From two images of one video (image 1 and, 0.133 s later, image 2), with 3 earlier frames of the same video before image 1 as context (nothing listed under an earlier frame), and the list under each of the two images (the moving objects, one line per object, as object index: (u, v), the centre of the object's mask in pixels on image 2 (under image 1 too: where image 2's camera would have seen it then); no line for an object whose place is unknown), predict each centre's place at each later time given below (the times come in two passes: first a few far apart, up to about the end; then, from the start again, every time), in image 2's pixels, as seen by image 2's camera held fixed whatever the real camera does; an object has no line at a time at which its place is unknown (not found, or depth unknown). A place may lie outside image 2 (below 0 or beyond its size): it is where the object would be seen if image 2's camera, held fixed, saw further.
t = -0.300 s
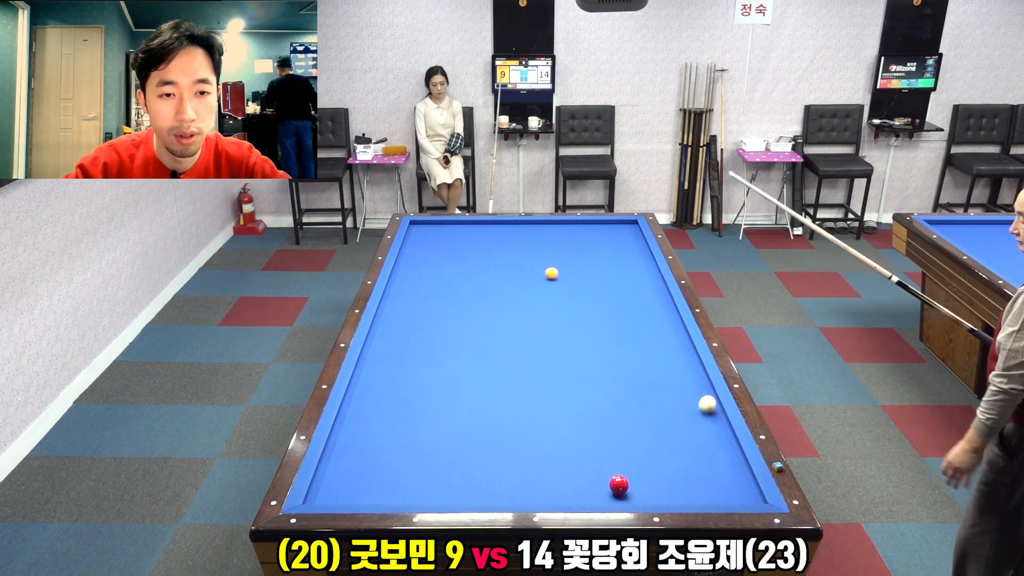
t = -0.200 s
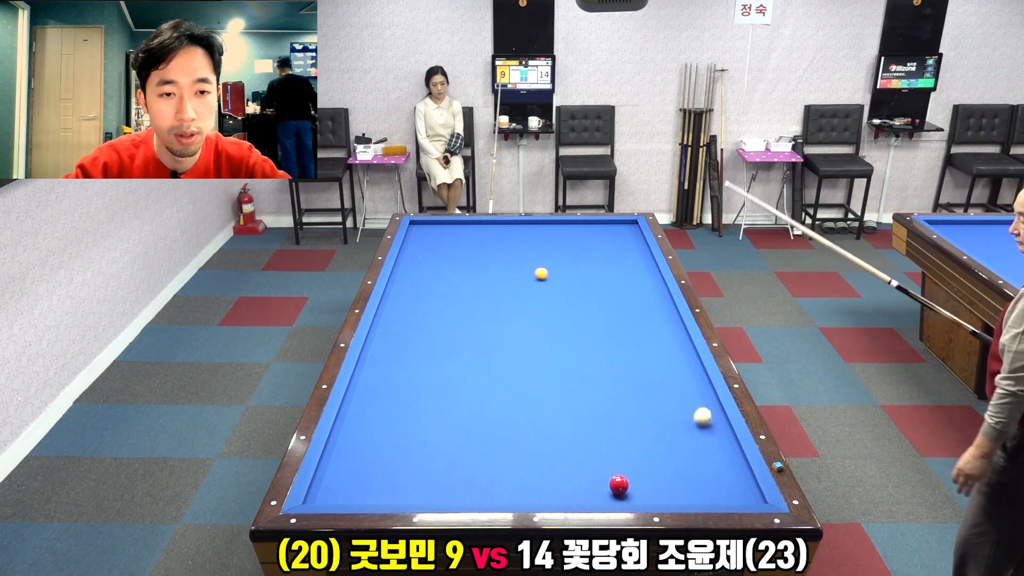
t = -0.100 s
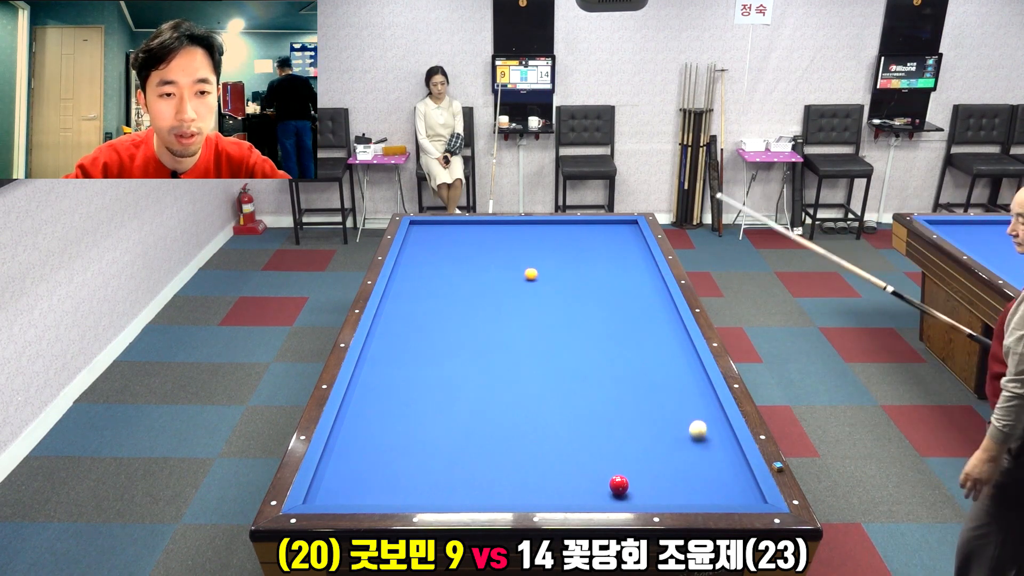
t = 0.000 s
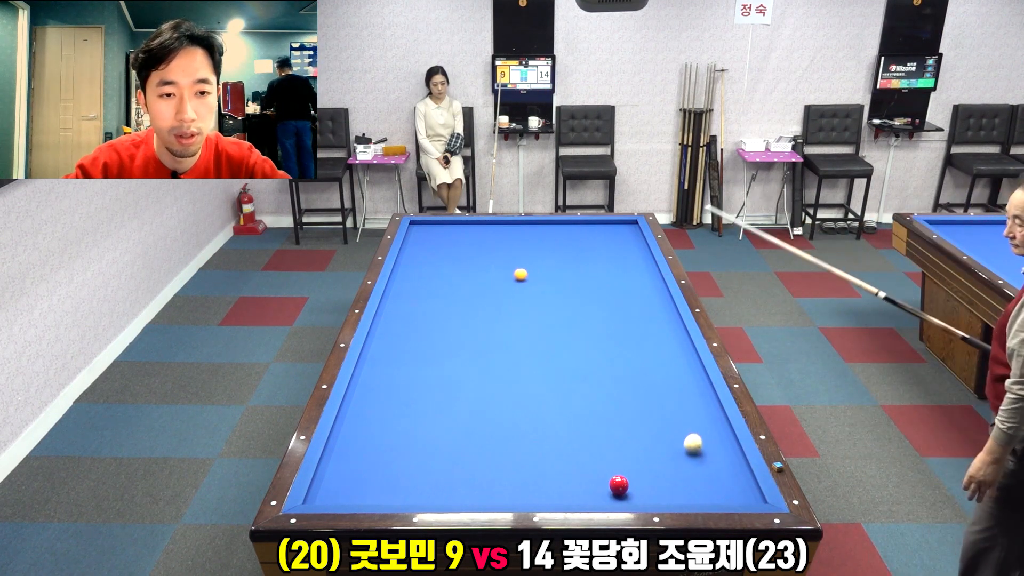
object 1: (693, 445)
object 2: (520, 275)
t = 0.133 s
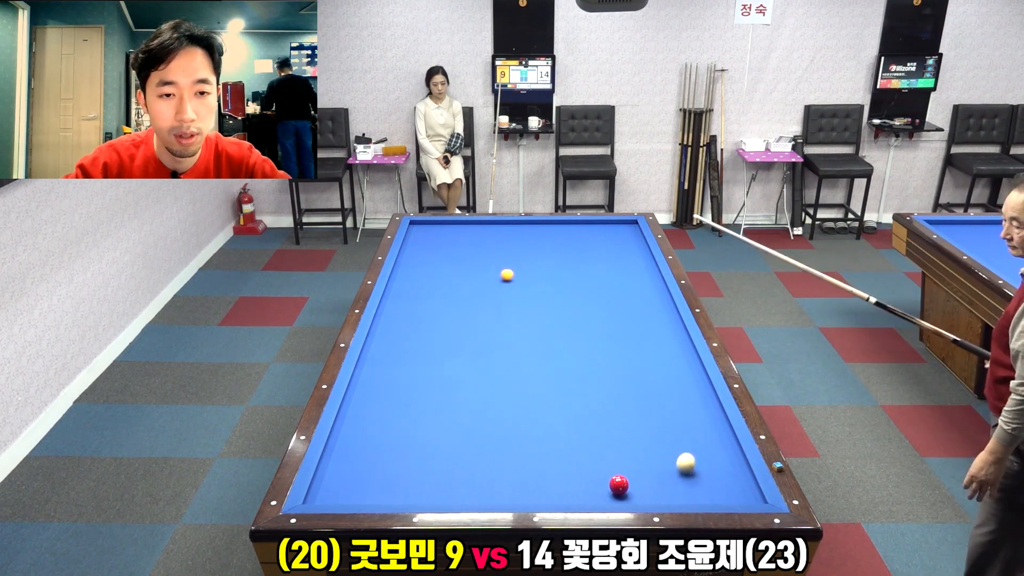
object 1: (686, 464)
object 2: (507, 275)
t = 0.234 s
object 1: (680, 480)
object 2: (496, 276)
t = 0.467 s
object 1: (653, 488)
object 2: (473, 276)
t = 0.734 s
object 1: (611, 463)
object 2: (447, 277)
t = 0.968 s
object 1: (577, 445)
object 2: (425, 278)
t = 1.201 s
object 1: (547, 427)
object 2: (403, 279)
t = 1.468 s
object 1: (515, 409)
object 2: (403, 279)
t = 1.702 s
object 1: (489, 395)
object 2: (415, 280)
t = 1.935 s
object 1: (465, 382)
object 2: (426, 280)
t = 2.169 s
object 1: (444, 370)
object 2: (437, 281)
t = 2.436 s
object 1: (421, 357)
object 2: (449, 281)
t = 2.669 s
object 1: (402, 346)
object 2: (459, 281)
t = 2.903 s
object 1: (385, 337)
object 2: (469, 282)
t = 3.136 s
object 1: (380, 328)
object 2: (478, 282)
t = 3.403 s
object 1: (395, 320)
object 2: (488, 283)
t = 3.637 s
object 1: (407, 314)
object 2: (497, 283)
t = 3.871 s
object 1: (418, 308)
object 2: (505, 283)
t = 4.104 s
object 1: (429, 303)
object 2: (512, 284)
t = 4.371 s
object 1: (440, 297)
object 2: (521, 284)
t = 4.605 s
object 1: (449, 292)
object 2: (527, 284)
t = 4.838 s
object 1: (458, 287)
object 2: (534, 284)
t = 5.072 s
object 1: (466, 283)
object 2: (540, 284)
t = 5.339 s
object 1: (475, 278)
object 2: (546, 284)
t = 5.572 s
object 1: (482, 274)
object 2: (551, 284)
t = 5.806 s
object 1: (489, 270)
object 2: (555, 285)
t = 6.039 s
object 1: (495, 267)
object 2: (559, 285)
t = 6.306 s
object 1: (502, 263)
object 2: (563, 285)
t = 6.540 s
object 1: (507, 260)
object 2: (567, 285)
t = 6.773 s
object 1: (513, 257)
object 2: (569, 285)
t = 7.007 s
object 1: (518, 254)
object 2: (572, 285)
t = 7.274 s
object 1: (523, 251)
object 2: (574, 285)
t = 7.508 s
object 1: (527, 249)
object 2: (575, 285)
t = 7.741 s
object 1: (531, 247)
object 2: (576, 285)
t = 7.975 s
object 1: (535, 245)
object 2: (577, 285)
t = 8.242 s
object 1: (539, 242)
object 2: (577, 285)
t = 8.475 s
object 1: (542, 240)
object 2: (577, 285)
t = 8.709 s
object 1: (545, 239)
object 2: (577, 285)
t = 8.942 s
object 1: (548, 237)
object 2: (577, 285)
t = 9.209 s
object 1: (551, 235)
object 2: (577, 285)
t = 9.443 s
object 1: (553, 234)
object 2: (577, 285)
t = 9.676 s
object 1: (555, 233)
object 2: (577, 285)
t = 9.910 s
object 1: (557, 232)
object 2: (577, 285)
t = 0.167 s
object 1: (684, 469)
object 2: (503, 275)
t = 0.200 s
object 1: (682, 474)
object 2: (500, 275)
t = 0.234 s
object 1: (680, 480)
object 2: (496, 276)
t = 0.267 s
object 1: (678, 485)
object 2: (493, 276)
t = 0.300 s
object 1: (676, 491)
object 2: (490, 276)
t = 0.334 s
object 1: (674, 494)
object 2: (487, 276)
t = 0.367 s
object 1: (671, 496)
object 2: (483, 276)
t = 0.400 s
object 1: (665, 493)
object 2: (480, 276)
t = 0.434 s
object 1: (659, 491)
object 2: (477, 276)
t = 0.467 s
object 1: (653, 488)
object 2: (473, 276)
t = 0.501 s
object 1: (648, 485)
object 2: (470, 276)
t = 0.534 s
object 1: (642, 482)
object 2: (467, 276)
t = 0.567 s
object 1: (637, 479)
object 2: (463, 277)
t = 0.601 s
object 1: (632, 475)
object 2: (460, 277)
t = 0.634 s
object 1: (627, 470)
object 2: (457, 277)
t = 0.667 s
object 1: (621, 467)
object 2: (454, 277)
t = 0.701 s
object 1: (615, 466)
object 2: (450, 277)
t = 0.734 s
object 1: (611, 463)
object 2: (447, 277)
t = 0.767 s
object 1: (605, 461)
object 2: (444, 277)
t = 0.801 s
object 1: (601, 458)
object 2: (441, 277)
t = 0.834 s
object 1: (596, 455)
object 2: (438, 277)
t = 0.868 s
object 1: (591, 452)
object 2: (434, 278)
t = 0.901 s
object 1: (586, 450)
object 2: (431, 278)
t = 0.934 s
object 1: (582, 447)
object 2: (428, 278)
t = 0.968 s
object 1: (577, 445)
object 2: (425, 278)
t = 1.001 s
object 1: (572, 442)
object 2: (422, 278)
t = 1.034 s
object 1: (568, 440)
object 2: (419, 278)
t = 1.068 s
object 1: (564, 437)
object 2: (415, 278)
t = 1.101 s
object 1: (559, 435)
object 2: (412, 278)
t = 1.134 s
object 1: (555, 432)
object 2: (409, 279)
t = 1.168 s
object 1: (551, 430)
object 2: (406, 279)
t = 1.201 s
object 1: (547, 427)
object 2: (403, 279)
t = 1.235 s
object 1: (542, 425)
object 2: (400, 279)
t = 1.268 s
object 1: (538, 423)
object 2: (397, 279)
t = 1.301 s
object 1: (534, 420)
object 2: (394, 279)
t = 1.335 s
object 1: (530, 418)
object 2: (396, 279)
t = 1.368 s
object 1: (526, 416)
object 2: (398, 279)
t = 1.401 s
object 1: (522, 414)
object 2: (400, 279)
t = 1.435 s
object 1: (518, 412)
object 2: (401, 279)
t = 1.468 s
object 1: (515, 409)
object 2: (403, 279)
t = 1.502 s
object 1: (511, 407)
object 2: (405, 279)
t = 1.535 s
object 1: (507, 405)
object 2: (406, 279)
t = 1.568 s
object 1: (503, 403)
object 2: (408, 280)
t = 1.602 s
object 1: (500, 401)
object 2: (410, 280)
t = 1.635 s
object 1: (496, 399)
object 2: (411, 280)
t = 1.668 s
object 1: (492, 397)
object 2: (413, 280)
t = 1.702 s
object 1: (489, 395)
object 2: (415, 280)
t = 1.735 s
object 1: (486, 393)
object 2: (416, 280)
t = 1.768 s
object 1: (482, 391)
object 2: (418, 280)
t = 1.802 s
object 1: (479, 389)
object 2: (420, 280)
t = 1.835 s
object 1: (475, 387)
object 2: (421, 280)
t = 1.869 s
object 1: (472, 386)
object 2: (423, 280)
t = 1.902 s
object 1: (469, 384)
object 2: (424, 280)
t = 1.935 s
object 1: (465, 382)
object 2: (426, 280)
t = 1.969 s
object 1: (462, 380)
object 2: (428, 280)
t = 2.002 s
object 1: (459, 378)
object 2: (429, 280)
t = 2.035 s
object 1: (456, 376)
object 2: (431, 280)
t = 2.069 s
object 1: (453, 375)
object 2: (432, 281)
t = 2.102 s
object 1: (450, 373)
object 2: (434, 281)
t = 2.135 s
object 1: (446, 371)
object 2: (435, 281)
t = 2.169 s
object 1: (444, 370)
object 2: (437, 281)
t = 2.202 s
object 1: (441, 368)
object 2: (438, 281)
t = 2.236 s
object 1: (438, 366)
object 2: (440, 281)
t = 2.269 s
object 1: (435, 365)
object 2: (441, 281)
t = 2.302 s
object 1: (432, 363)
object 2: (443, 281)
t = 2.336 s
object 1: (429, 361)
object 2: (444, 281)
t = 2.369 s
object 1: (426, 360)
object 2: (446, 281)
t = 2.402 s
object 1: (423, 358)
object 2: (447, 281)
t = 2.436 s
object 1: (421, 357)
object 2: (449, 281)
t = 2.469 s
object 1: (418, 355)
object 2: (450, 281)
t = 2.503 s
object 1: (415, 354)
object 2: (452, 281)
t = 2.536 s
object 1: (413, 352)
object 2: (453, 281)
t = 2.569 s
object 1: (410, 351)
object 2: (455, 281)
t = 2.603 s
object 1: (407, 349)
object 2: (456, 281)
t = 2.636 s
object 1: (404, 348)
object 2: (458, 281)
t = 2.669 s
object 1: (402, 346)
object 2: (459, 281)
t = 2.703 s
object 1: (399, 345)
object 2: (460, 281)
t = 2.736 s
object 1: (397, 343)
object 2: (462, 282)
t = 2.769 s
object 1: (394, 342)
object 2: (463, 282)
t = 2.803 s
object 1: (392, 341)
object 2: (465, 282)
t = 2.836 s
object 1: (390, 339)
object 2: (466, 282)
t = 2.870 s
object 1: (387, 338)
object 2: (467, 282)
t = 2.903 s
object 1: (385, 337)
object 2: (469, 282)
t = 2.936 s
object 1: (382, 335)
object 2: (470, 282)
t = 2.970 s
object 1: (380, 334)
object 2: (471, 282)
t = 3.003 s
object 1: (377, 333)
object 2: (473, 282)
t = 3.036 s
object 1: (375, 331)
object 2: (474, 282)
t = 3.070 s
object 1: (377, 330)
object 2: (475, 282)
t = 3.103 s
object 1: (379, 329)
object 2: (477, 282)
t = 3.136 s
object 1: (380, 328)
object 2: (478, 282)
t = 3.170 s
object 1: (382, 327)
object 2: (479, 282)
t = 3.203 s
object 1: (384, 326)
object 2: (481, 282)
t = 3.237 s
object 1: (386, 325)
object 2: (482, 282)
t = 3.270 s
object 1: (388, 324)
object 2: (483, 282)
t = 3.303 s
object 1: (390, 323)
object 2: (484, 282)
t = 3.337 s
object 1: (391, 322)
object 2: (486, 282)
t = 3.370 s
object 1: (393, 321)
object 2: (487, 282)
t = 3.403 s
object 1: (395, 320)
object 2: (488, 283)
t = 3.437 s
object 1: (397, 320)
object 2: (489, 283)
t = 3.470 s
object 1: (399, 319)
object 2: (491, 283)
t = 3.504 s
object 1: (400, 318)
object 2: (492, 283)
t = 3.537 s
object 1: (402, 317)
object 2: (493, 283)
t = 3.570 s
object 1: (404, 316)
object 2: (494, 283)
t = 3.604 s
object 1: (405, 315)
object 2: (495, 283)
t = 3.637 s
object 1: (407, 314)
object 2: (497, 283)
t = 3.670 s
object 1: (409, 313)
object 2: (498, 283)
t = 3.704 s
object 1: (410, 313)
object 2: (499, 283)
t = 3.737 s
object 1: (412, 312)
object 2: (500, 283)
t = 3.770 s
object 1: (413, 311)
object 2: (501, 283)
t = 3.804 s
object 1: (415, 310)
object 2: (502, 283)
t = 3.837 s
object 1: (417, 309)
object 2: (504, 283)
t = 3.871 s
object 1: (418, 308)
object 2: (505, 283)
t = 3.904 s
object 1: (420, 307)
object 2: (506, 283)
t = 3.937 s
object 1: (421, 307)
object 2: (507, 283)
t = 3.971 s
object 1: (423, 306)
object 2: (508, 283)
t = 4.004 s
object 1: (424, 305)
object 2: (509, 283)
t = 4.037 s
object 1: (426, 304)
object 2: (510, 283)
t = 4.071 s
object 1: (427, 303)
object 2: (511, 283)
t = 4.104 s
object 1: (429, 303)
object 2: (512, 284)
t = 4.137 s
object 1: (430, 302)
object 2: (513, 284)
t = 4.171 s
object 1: (432, 301)
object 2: (514, 284)
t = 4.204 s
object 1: (433, 300)
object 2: (516, 284)
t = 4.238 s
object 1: (435, 300)
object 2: (517, 284)
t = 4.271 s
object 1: (436, 299)
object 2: (518, 284)
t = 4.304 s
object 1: (437, 298)
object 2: (519, 284)
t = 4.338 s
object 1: (439, 297)
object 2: (520, 284)
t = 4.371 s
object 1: (440, 297)
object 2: (521, 284)
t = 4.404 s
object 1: (442, 296)
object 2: (521, 284)
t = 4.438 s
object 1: (443, 295)
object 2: (523, 284)
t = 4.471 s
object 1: (444, 294)
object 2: (523, 284)
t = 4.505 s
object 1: (446, 294)
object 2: (525, 284)
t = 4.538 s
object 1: (447, 293)
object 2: (525, 284)
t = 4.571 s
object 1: (448, 292)
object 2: (526, 284)
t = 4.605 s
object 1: (449, 292)
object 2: (527, 284)
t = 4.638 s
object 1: (451, 291)
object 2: (528, 284)
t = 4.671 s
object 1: (452, 290)
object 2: (529, 284)
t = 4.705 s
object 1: (453, 290)
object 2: (530, 284)
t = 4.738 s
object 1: (454, 289)
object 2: (531, 284)
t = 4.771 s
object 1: (456, 288)
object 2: (532, 284)
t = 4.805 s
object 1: (457, 287)
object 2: (533, 284)
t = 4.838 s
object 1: (458, 287)
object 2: (534, 284)
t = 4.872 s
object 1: (459, 286)
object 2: (535, 284)
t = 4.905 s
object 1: (460, 286)
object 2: (535, 284)
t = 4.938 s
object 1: (462, 285)
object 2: (536, 284)
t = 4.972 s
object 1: (463, 284)
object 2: (537, 284)
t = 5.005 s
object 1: (464, 284)
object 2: (538, 284)
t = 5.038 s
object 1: (465, 283)
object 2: (539, 284)
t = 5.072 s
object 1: (466, 283)
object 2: (540, 284)
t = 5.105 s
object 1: (467, 282)
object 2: (540, 284)
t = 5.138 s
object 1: (469, 281)
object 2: (541, 284)
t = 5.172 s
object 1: (470, 281)
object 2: (542, 284)
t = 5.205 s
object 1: (471, 280)
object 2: (543, 284)
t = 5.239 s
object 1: (472, 280)
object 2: (544, 284)
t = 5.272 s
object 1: (473, 279)
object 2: (544, 284)
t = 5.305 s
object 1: (474, 278)
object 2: (545, 284)
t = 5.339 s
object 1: (475, 278)
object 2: (546, 284)
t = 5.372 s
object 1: (476, 277)
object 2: (546, 284)
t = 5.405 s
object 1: (477, 277)
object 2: (547, 284)
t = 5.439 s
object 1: (478, 276)
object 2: (548, 284)
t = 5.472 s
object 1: (479, 275)
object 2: (548, 284)
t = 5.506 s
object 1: (480, 275)
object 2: (549, 284)
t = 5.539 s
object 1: (481, 274)
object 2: (550, 284)
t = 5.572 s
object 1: (482, 274)
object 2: (551, 284)
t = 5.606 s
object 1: (483, 273)
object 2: (551, 284)
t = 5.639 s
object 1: (484, 273)
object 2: (552, 285)
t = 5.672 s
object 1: (485, 272)
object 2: (553, 284)
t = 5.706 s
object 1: (486, 272)
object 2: (553, 285)
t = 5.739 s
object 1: (487, 271)
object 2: (554, 285)
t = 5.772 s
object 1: (488, 271)
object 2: (555, 285)
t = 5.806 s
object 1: (489, 270)
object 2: (555, 285)
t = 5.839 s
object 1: (490, 270)
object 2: (556, 285)
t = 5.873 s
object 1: (491, 269)
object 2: (556, 285)
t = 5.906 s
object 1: (492, 269)
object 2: (557, 285)
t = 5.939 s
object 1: (492, 268)
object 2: (557, 285)
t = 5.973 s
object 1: (493, 268)
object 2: (558, 285)
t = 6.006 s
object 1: (494, 267)
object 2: (559, 285)
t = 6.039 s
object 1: (495, 267)
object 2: (559, 285)
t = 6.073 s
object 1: (496, 266)
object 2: (560, 285)
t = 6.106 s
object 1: (497, 266)
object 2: (560, 285)
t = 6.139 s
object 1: (498, 265)
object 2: (561, 285)
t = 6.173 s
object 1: (499, 265)
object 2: (561, 285)
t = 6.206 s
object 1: (499, 264)
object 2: (562, 285)
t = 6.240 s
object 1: (500, 264)
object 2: (562, 285)
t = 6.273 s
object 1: (501, 263)
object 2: (563, 285)
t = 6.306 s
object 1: (502, 263)
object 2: (563, 285)
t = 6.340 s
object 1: (503, 263)
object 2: (564, 285)
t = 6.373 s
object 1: (504, 262)
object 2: (564, 285)
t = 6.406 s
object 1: (504, 262)
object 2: (565, 285)
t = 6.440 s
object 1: (505, 261)
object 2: (565, 285)
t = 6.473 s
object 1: (506, 261)
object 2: (566, 285)
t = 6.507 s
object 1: (507, 260)
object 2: (566, 285)
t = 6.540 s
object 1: (507, 260)
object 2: (567, 285)
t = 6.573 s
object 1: (508, 260)
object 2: (567, 285)
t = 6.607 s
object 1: (509, 259)
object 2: (567, 285)
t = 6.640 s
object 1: (510, 259)
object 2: (568, 285)
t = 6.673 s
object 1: (510, 258)
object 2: (568, 285)
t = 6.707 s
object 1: (511, 258)
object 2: (569, 285)
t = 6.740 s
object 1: (512, 257)
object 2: (569, 285)
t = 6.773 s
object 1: (513, 257)
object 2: (569, 285)
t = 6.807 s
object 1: (513, 257)
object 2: (570, 285)
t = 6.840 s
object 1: (514, 256)
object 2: (570, 285)
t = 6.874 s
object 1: (515, 256)
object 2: (570, 285)
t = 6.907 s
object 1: (515, 255)
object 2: (571, 285)
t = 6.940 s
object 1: (516, 255)
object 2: (571, 285)
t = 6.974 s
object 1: (517, 255)
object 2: (571, 285)
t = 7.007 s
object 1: (518, 254)
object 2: (572, 285)
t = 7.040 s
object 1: (518, 254)
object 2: (572, 285)
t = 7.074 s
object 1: (519, 254)
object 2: (572, 285)
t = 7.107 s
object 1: (519, 253)
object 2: (572, 285)
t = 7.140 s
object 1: (520, 253)
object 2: (573, 285)
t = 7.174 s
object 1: (521, 253)
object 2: (573, 285)
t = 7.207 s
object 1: (522, 252)
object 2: (573, 285)
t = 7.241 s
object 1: (522, 252)
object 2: (573, 285)
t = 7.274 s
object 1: (523, 251)
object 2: (574, 285)
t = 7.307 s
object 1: (523, 251)
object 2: (574, 285)
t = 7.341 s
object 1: (524, 250)
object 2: (574, 285)
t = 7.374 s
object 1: (525, 250)
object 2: (574, 285)
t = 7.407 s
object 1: (525, 250)
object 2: (575, 285)
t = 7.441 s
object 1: (526, 250)
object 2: (575, 285)
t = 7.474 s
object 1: (526, 249)
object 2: (575, 285)
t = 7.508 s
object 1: (527, 249)
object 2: (575, 285)
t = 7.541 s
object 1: (528, 249)
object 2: (575, 285)
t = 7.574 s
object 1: (528, 248)
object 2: (575, 285)
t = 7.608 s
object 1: (529, 248)
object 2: (576, 285)
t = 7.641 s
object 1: (529, 248)
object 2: (576, 285)
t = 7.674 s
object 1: (530, 247)
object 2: (576, 285)
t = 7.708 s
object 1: (531, 247)
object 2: (576, 285)
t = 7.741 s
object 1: (531, 247)
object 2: (576, 285)
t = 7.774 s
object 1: (532, 246)
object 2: (576, 285)
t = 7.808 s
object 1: (532, 246)
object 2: (577, 285)
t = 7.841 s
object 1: (533, 246)
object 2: (577, 285)
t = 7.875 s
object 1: (533, 245)
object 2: (577, 285)
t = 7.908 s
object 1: (534, 245)
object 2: (577, 285)
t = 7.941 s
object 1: (534, 245)
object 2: (577, 285)
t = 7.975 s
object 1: (535, 245)
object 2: (577, 285)
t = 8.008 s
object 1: (535, 244)
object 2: (577, 285)
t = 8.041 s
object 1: (536, 244)
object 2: (577, 285)
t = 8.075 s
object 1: (536, 244)
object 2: (577, 285)
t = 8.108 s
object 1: (537, 243)
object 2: (577, 285)
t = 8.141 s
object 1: (537, 243)
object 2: (577, 285)
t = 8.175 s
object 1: (538, 243)
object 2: (577, 285)
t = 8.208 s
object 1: (538, 243)
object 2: (577, 285)
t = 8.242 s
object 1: (539, 242)
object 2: (577, 285)
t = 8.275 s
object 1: (539, 242)
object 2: (577, 285)
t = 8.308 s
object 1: (540, 242)
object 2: (577, 285)
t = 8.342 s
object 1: (540, 241)
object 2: (577, 285)
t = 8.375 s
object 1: (541, 241)
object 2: (577, 285)
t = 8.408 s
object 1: (541, 241)
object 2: (577, 285)
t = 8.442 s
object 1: (542, 241)
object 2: (577, 285)
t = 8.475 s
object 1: (542, 240)
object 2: (577, 285)
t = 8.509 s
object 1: (543, 240)
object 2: (577, 285)
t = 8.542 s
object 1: (543, 240)
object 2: (577, 285)
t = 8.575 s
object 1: (544, 240)
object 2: (577, 285)
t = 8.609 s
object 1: (544, 239)
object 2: (577, 285)
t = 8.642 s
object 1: (544, 239)
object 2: (577, 285)
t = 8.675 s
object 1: (545, 239)
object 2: (577, 285)
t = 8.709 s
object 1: (545, 239)
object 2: (577, 285)
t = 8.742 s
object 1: (546, 238)
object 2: (577, 285)
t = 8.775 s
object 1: (546, 238)
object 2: (577, 285)
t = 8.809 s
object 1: (546, 238)
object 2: (577, 285)
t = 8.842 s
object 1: (547, 238)
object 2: (577, 285)
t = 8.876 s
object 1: (547, 238)
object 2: (577, 285)
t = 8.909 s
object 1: (548, 237)
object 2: (577, 285)
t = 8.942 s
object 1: (548, 237)
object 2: (577, 285)
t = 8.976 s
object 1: (548, 237)
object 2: (577, 285)
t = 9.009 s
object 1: (549, 237)
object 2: (577, 285)
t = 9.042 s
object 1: (549, 236)
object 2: (577, 285)
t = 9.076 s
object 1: (549, 236)
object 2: (577, 285)
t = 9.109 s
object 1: (550, 236)
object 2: (577, 285)
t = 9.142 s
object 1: (550, 236)
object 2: (577, 285)
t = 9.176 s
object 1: (551, 235)
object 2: (577, 285)
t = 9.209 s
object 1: (551, 235)
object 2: (577, 285)
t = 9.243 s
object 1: (551, 235)
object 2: (577, 285)
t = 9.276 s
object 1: (551, 235)
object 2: (577, 285)
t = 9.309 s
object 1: (552, 235)
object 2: (577, 285)
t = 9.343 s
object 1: (552, 235)
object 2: (577, 285)
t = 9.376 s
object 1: (552, 234)
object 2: (577, 285)
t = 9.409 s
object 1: (553, 234)
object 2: (577, 285)
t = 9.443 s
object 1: (553, 234)
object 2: (577, 285)
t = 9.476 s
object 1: (553, 234)
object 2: (577, 285)
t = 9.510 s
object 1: (554, 234)
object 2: (577, 285)
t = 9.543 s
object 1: (554, 233)
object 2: (577, 285)
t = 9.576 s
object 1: (554, 233)
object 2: (577, 285)
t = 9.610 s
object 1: (555, 233)
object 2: (577, 285)
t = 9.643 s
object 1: (555, 233)
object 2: (577, 285)
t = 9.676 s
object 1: (555, 233)
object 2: (577, 285)
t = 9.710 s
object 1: (555, 233)
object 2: (577, 285)
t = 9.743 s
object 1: (556, 232)
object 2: (577, 285)
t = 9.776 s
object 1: (556, 232)
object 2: (577, 285)
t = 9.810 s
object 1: (556, 232)
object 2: (577, 285)
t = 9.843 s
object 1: (557, 232)
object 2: (577, 285)
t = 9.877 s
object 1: (557, 232)
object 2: (577, 285)
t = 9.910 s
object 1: (557, 232)
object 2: (577, 285)
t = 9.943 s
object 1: (557, 231)
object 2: (577, 285)
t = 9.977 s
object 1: (557, 231)
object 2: (577, 285)
